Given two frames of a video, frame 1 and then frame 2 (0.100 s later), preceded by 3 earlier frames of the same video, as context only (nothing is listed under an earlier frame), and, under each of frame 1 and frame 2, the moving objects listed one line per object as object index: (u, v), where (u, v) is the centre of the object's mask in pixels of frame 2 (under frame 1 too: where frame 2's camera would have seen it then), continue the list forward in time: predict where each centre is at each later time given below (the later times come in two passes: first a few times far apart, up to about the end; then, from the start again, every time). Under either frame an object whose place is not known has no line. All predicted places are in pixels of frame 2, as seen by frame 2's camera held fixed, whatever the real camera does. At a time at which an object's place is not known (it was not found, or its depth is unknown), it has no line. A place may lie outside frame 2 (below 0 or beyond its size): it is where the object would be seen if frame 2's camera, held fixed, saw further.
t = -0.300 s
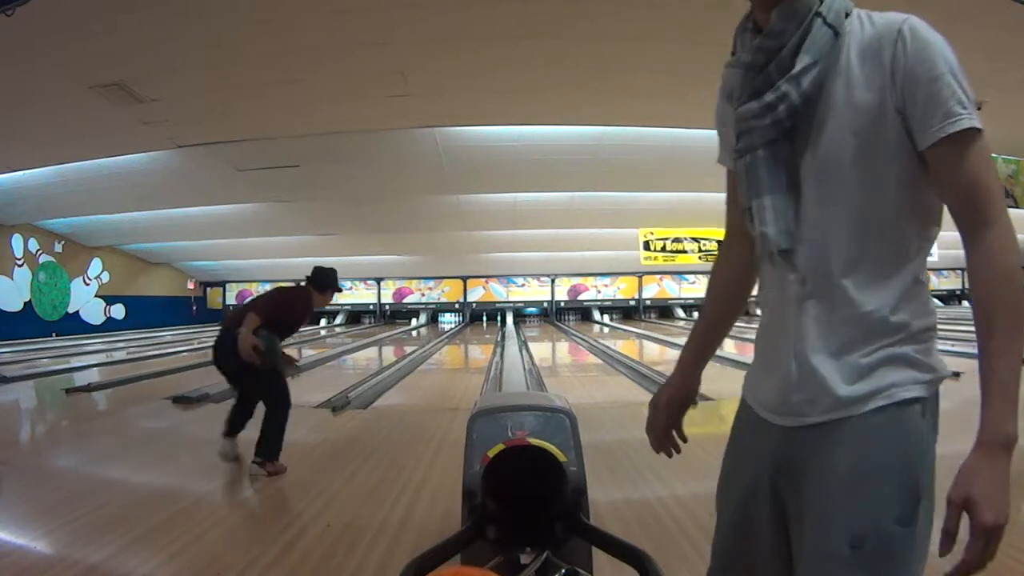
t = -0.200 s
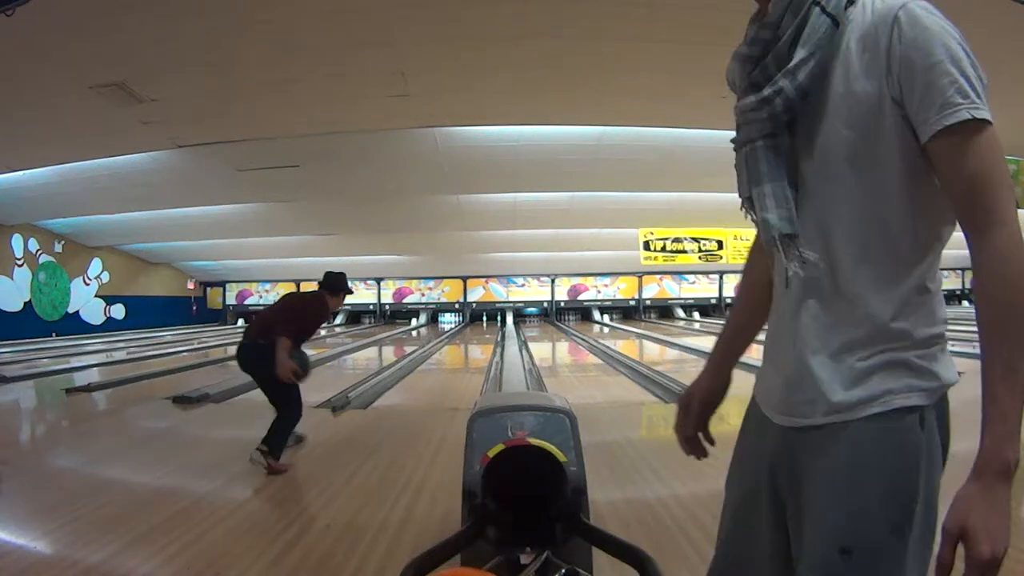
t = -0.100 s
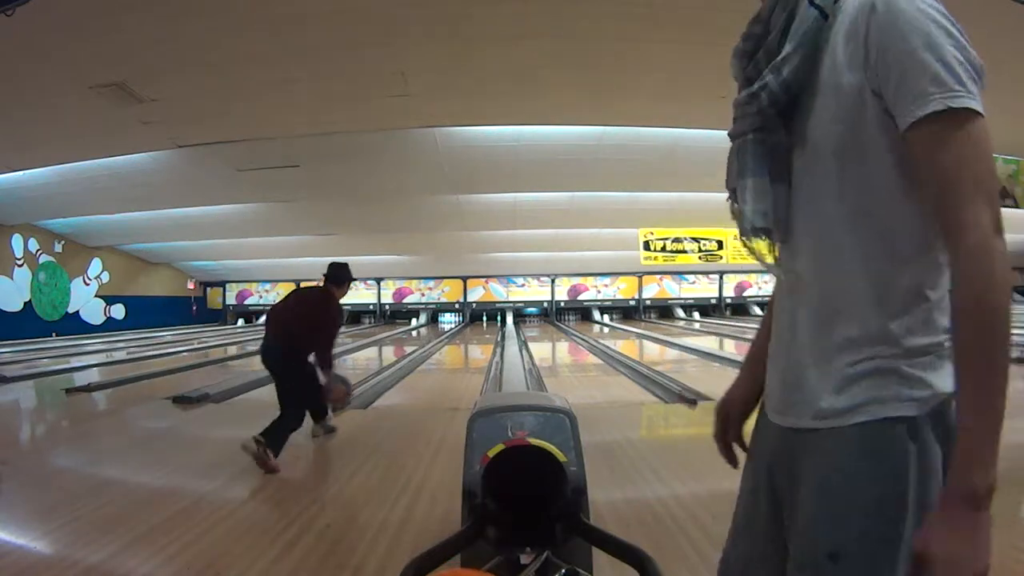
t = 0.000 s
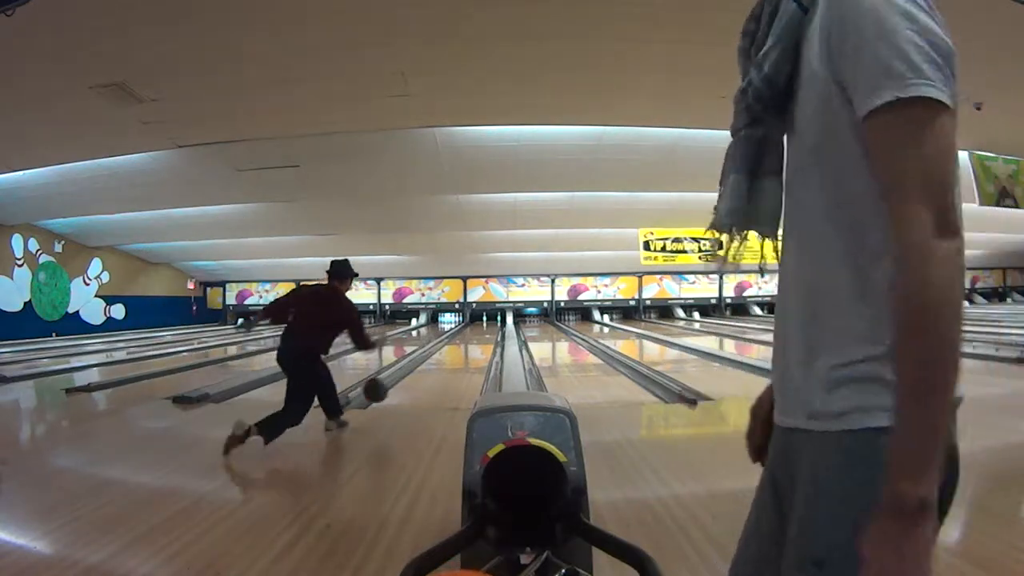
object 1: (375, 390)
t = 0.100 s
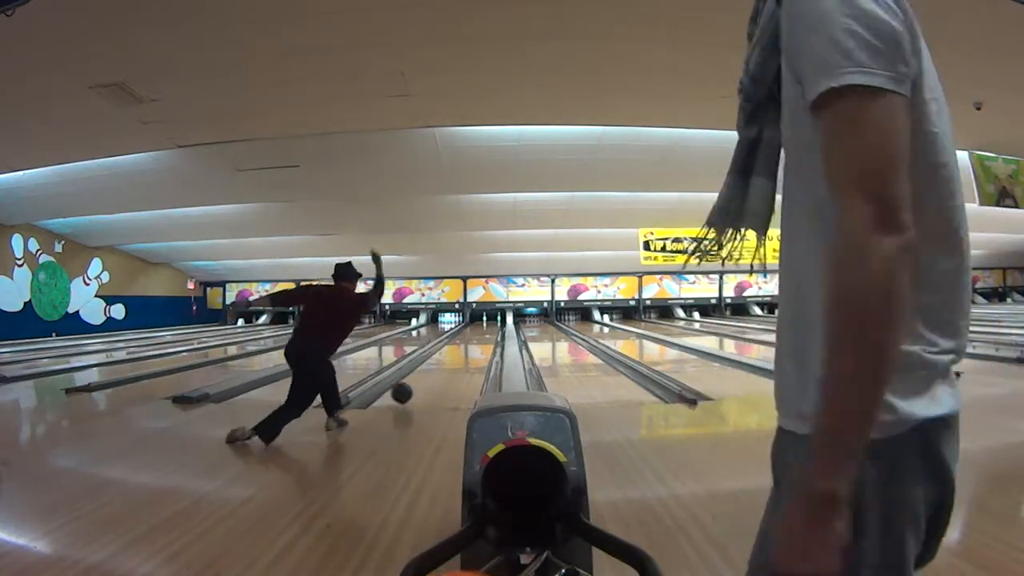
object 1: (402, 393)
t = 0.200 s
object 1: (420, 383)
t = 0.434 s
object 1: (450, 363)
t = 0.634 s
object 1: (465, 352)
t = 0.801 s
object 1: (475, 345)
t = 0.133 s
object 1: (408, 391)
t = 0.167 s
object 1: (414, 386)
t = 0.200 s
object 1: (420, 383)
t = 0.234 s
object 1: (426, 379)
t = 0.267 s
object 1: (430, 376)
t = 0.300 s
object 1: (435, 373)
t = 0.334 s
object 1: (439, 370)
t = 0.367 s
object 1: (443, 368)
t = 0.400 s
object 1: (447, 365)
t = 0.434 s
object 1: (450, 363)
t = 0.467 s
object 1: (453, 361)
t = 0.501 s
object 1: (456, 359)
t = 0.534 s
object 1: (459, 357)
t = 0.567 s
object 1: (461, 355)
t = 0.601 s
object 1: (463, 354)
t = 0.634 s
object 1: (465, 352)
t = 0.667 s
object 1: (467, 350)
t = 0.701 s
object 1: (469, 349)
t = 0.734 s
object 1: (471, 347)
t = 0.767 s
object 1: (473, 347)
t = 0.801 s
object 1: (475, 345)
